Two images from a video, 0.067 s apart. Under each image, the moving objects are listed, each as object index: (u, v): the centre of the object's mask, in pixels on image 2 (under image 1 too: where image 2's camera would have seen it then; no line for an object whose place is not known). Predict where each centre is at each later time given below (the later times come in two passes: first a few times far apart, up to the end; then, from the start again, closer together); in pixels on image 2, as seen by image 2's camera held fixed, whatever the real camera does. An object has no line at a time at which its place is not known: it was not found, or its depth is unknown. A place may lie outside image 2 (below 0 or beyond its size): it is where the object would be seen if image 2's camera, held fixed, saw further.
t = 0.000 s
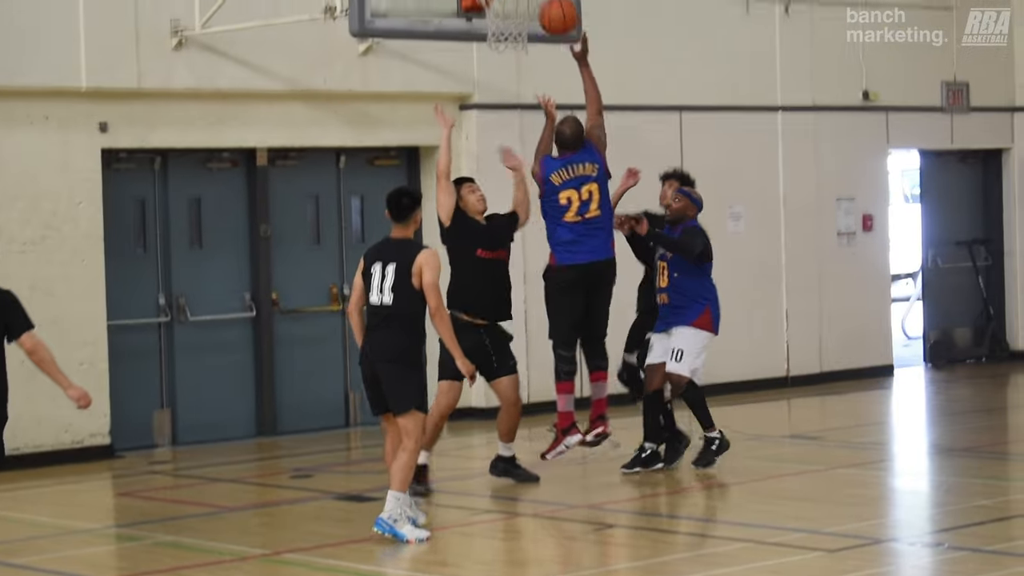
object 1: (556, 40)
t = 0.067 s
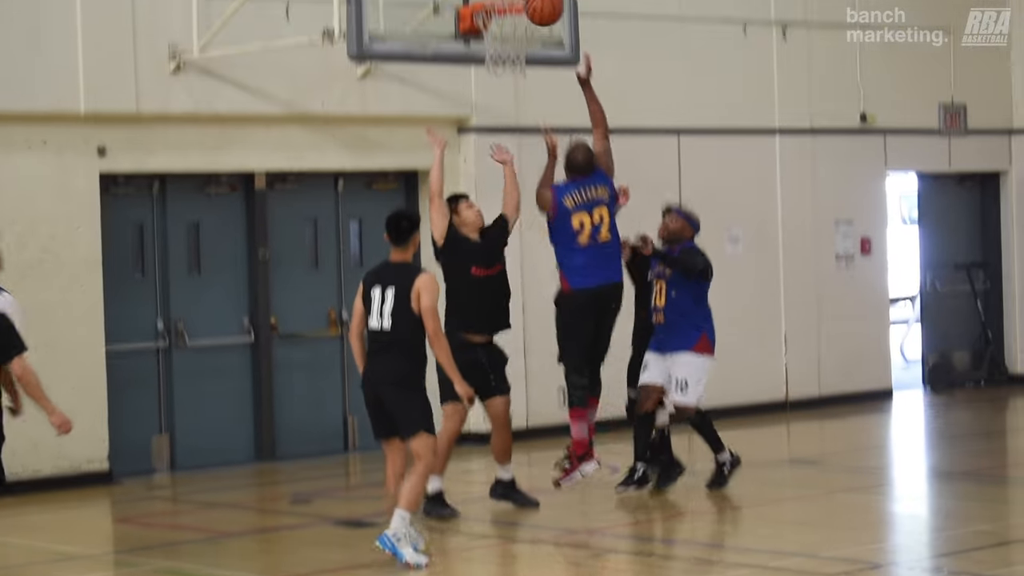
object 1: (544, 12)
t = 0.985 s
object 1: (530, 32)
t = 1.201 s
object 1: (510, 98)
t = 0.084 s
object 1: (541, 4)
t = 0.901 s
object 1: (528, 7)
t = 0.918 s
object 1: (530, 13)
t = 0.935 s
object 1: (531, 18)
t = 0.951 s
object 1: (531, 23)
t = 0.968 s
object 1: (531, 27)
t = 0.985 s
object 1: (530, 32)
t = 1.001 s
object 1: (528, 38)
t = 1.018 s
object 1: (527, 41)
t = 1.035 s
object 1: (526, 44)
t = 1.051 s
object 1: (524, 49)
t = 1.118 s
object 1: (517, 71)
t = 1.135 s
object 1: (516, 74)
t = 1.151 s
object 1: (515, 78)
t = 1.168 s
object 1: (513, 84)
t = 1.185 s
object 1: (512, 91)
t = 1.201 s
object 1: (510, 98)
